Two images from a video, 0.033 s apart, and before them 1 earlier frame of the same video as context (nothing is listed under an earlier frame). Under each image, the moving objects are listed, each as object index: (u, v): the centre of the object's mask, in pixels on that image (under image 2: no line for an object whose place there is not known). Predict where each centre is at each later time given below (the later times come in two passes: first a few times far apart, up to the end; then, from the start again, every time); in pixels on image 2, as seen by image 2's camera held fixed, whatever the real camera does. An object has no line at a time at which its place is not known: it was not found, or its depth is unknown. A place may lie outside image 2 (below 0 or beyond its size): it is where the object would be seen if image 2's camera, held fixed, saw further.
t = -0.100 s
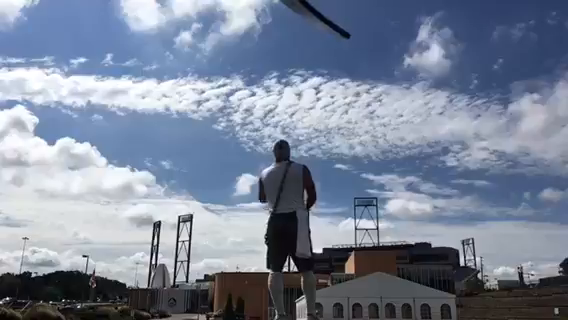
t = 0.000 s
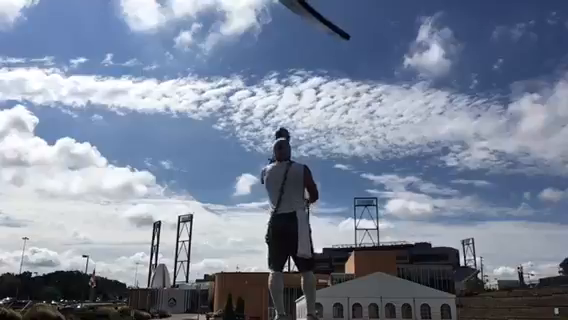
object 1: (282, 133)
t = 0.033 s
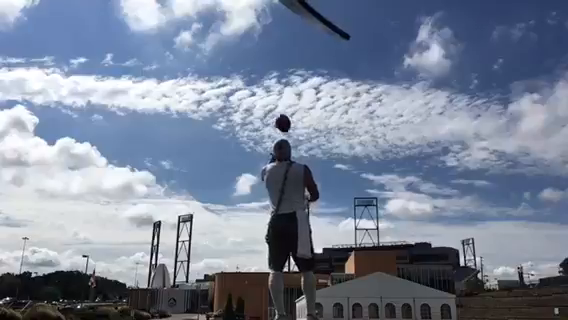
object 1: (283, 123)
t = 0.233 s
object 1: (286, 61)
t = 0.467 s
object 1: (289, 28)
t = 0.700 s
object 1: (293, 32)
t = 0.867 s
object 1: (296, 63)
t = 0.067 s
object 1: (284, 110)
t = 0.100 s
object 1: (284, 98)
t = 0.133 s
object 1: (284, 87)
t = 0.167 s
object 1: (285, 78)
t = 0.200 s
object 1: (286, 69)
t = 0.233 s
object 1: (286, 61)
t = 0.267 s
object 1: (286, 54)
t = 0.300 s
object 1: (286, 47)
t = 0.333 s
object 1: (287, 41)
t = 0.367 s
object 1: (288, 36)
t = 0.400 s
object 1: (289, 32)
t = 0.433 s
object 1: (290, 29)
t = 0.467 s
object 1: (289, 28)
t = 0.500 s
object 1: (290, 25)
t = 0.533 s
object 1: (290, 24)
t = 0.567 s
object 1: (291, 24)
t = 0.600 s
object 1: (292, 25)
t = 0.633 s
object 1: (292, 27)
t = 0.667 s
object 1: (293, 29)
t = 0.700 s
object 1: (293, 32)
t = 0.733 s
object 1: (294, 37)
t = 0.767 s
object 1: (295, 42)
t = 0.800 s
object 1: (295, 48)
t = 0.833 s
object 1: (296, 54)
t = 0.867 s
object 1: (296, 63)
